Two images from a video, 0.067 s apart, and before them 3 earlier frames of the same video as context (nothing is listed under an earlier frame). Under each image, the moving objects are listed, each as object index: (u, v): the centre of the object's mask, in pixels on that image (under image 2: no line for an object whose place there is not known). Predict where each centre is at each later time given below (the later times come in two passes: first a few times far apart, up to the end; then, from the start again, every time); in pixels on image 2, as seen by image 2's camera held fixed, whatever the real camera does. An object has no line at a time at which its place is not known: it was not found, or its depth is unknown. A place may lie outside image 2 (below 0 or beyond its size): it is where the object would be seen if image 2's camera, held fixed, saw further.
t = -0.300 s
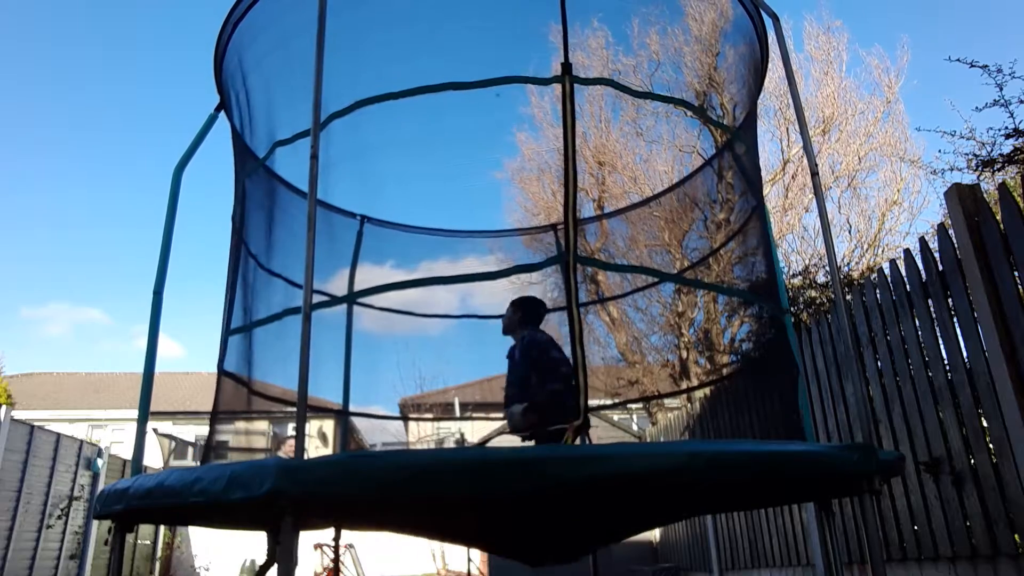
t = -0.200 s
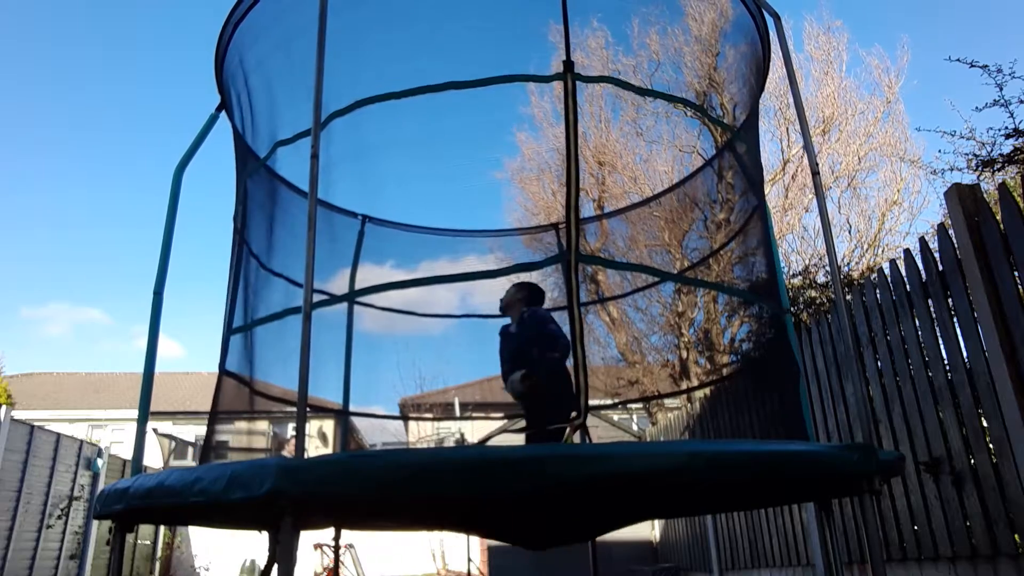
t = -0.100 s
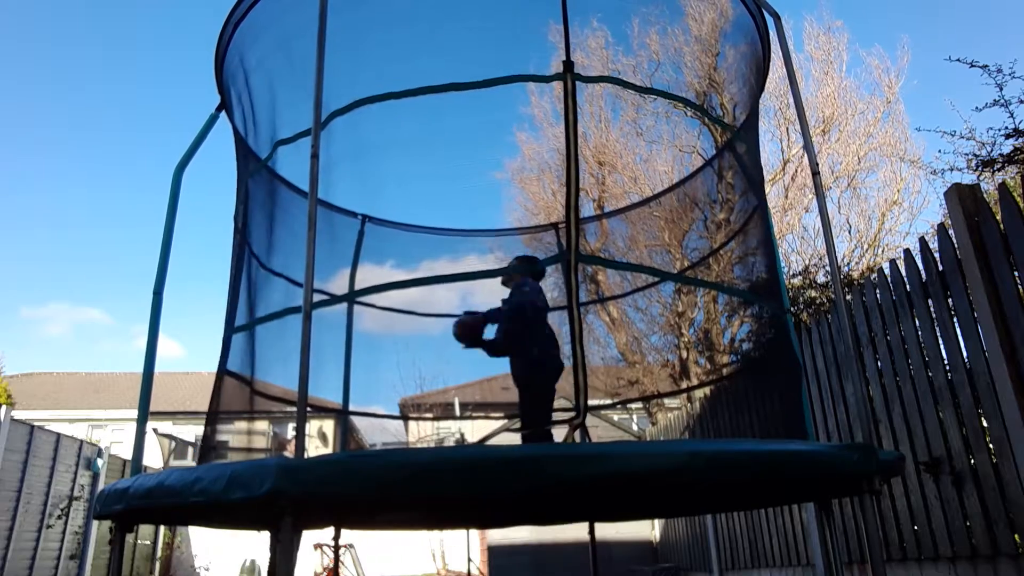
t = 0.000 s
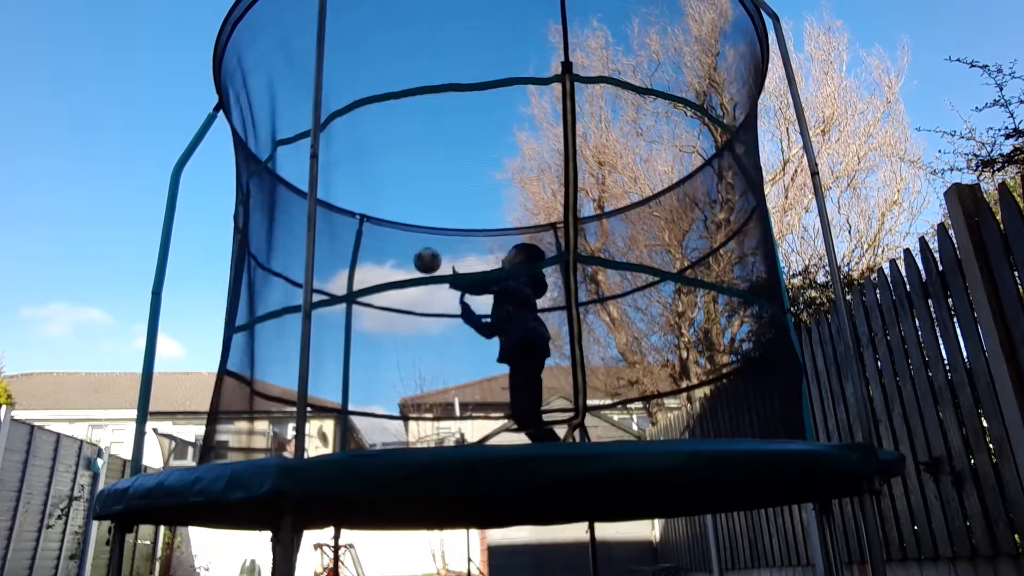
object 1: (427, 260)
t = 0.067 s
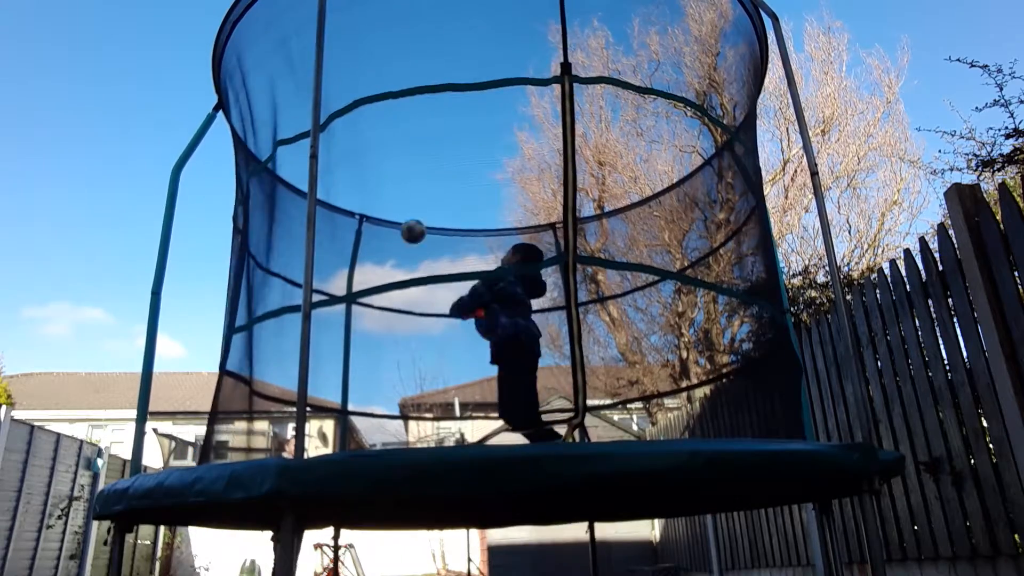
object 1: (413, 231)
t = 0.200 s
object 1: (392, 204)
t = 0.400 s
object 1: (367, 209)
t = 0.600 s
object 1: (346, 255)
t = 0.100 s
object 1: (407, 221)
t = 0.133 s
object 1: (402, 213)
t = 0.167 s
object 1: (397, 207)
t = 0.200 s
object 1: (392, 204)
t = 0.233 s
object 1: (388, 202)
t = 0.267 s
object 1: (383, 200)
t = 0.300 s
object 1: (379, 201)
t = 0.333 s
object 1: (374, 203)
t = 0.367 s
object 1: (370, 206)
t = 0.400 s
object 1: (367, 209)
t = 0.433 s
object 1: (364, 214)
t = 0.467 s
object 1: (360, 221)
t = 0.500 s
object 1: (356, 228)
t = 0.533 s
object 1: (353, 236)
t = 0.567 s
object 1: (349, 245)
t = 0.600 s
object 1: (346, 255)
